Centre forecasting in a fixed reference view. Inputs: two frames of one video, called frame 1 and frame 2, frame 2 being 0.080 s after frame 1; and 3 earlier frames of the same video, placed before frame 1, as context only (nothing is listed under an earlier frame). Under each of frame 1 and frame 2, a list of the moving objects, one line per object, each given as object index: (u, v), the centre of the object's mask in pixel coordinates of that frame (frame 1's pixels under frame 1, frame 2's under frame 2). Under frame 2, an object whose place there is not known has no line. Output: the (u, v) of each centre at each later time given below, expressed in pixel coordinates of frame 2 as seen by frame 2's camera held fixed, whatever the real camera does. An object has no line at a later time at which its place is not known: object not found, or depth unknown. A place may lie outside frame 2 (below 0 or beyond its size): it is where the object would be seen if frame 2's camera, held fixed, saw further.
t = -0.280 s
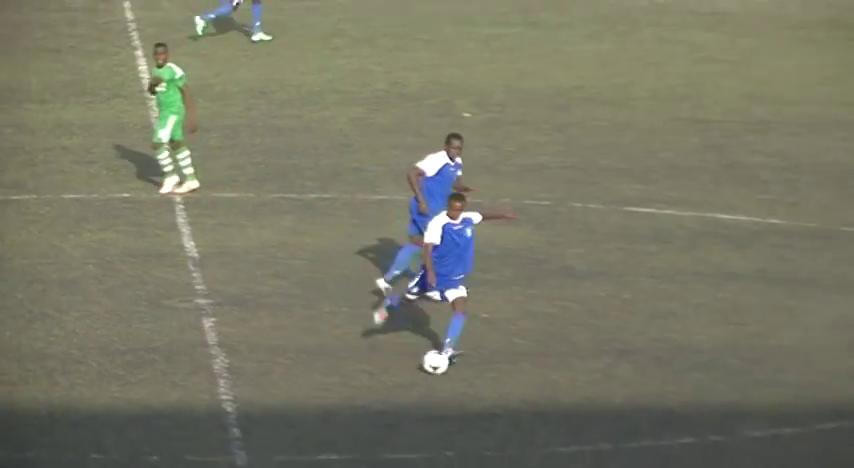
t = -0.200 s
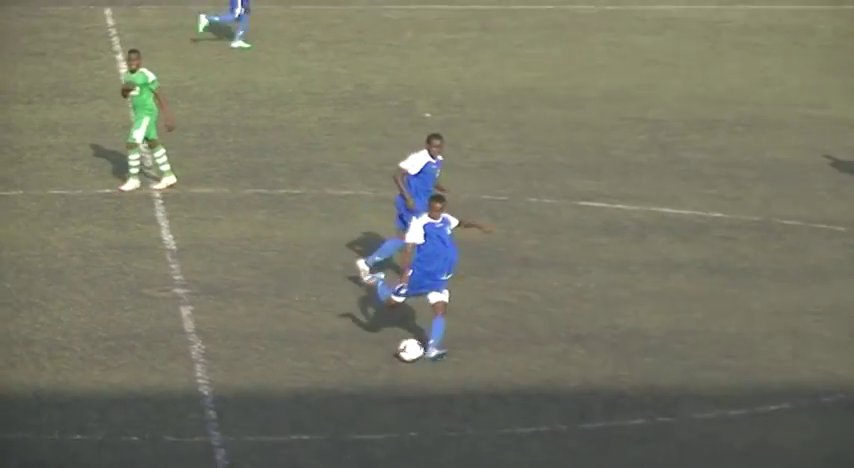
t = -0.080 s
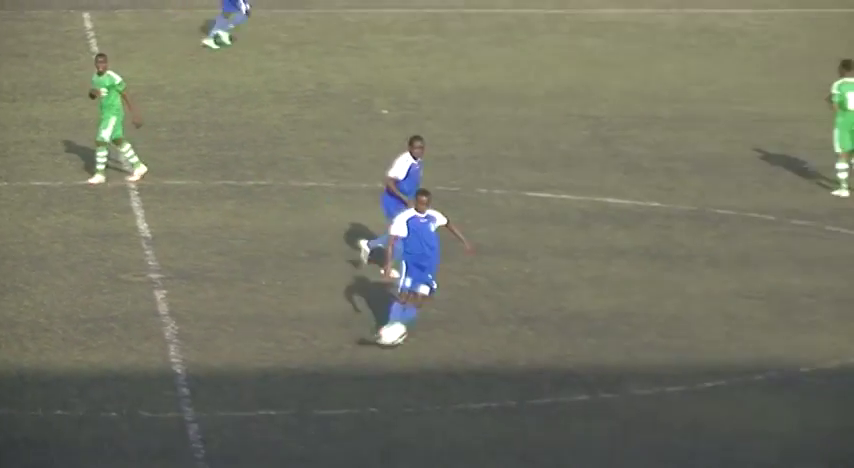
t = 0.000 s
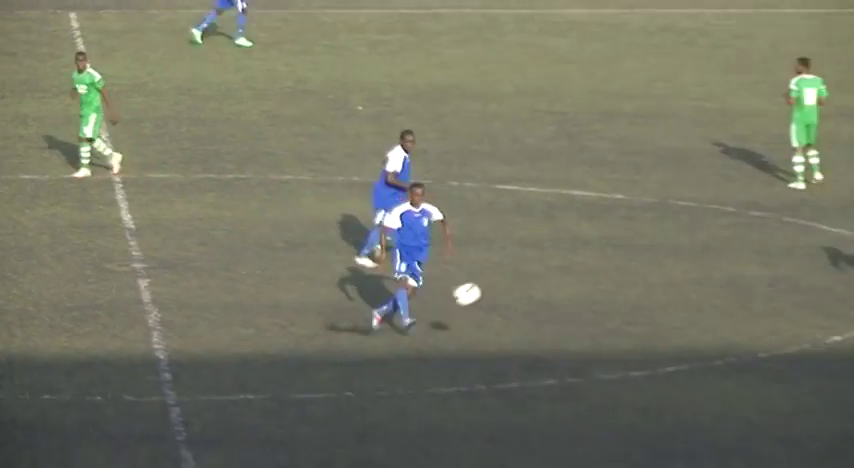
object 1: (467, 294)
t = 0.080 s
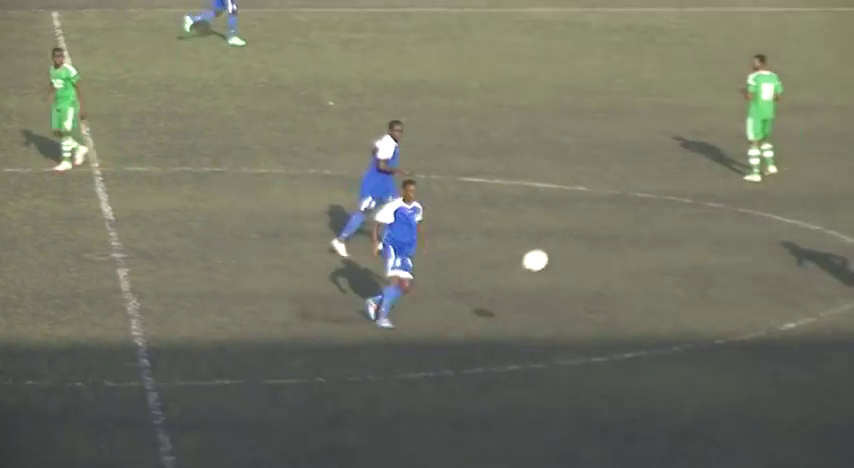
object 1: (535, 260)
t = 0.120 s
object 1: (588, 250)
